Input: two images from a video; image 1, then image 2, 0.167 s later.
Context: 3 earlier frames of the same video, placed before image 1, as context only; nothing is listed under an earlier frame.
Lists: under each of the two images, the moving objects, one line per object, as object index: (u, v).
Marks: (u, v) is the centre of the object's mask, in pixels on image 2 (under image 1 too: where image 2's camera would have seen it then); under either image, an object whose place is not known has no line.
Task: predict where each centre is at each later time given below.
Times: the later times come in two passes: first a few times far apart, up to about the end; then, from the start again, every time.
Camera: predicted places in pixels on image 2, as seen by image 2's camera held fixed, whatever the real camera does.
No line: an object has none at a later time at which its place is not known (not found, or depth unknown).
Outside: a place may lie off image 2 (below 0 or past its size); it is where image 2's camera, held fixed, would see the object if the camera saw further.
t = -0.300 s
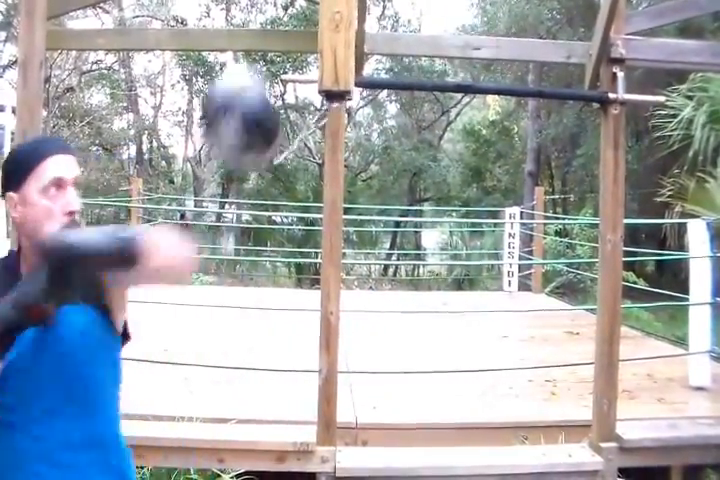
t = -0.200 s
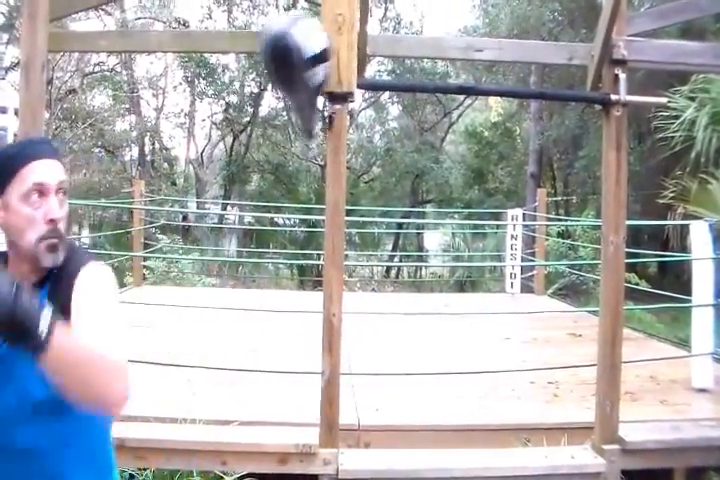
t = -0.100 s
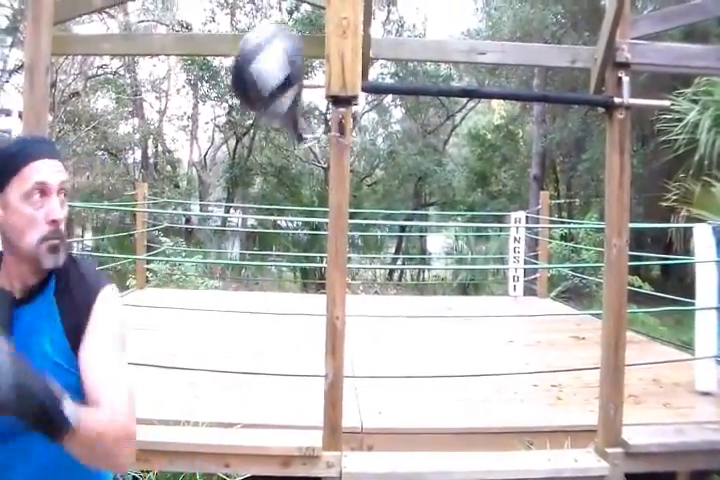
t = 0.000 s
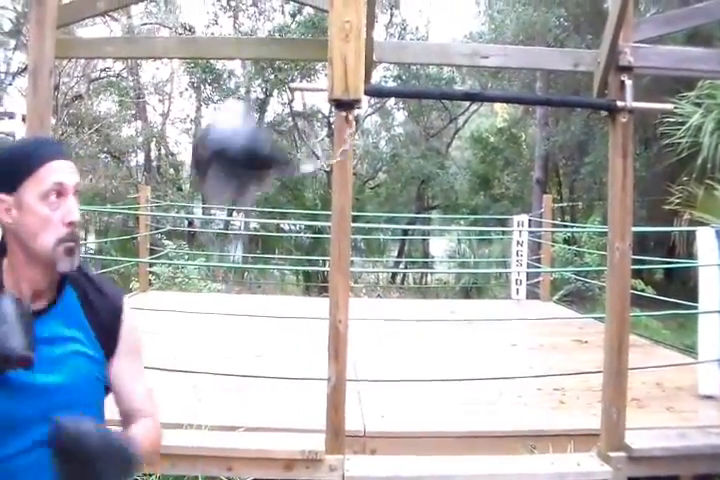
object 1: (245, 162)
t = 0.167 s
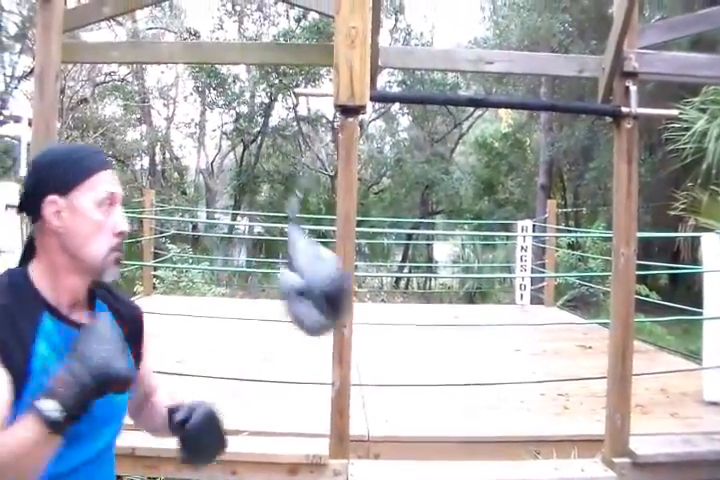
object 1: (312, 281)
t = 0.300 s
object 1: (397, 281)
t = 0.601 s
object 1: (442, 173)
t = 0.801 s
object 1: (406, 263)
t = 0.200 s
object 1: (338, 294)
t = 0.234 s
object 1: (362, 302)
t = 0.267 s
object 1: (384, 301)
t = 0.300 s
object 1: (397, 281)
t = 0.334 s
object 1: (409, 259)
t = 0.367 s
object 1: (419, 238)
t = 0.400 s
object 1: (428, 221)
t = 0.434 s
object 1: (436, 208)
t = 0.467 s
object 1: (444, 190)
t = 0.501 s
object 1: (446, 180)
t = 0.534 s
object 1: (447, 175)
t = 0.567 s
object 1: (444, 173)
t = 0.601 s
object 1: (442, 173)
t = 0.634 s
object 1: (438, 176)
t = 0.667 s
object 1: (433, 184)
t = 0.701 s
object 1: (428, 197)
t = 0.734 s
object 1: (422, 214)
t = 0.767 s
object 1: (414, 235)
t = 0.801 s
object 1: (406, 263)
